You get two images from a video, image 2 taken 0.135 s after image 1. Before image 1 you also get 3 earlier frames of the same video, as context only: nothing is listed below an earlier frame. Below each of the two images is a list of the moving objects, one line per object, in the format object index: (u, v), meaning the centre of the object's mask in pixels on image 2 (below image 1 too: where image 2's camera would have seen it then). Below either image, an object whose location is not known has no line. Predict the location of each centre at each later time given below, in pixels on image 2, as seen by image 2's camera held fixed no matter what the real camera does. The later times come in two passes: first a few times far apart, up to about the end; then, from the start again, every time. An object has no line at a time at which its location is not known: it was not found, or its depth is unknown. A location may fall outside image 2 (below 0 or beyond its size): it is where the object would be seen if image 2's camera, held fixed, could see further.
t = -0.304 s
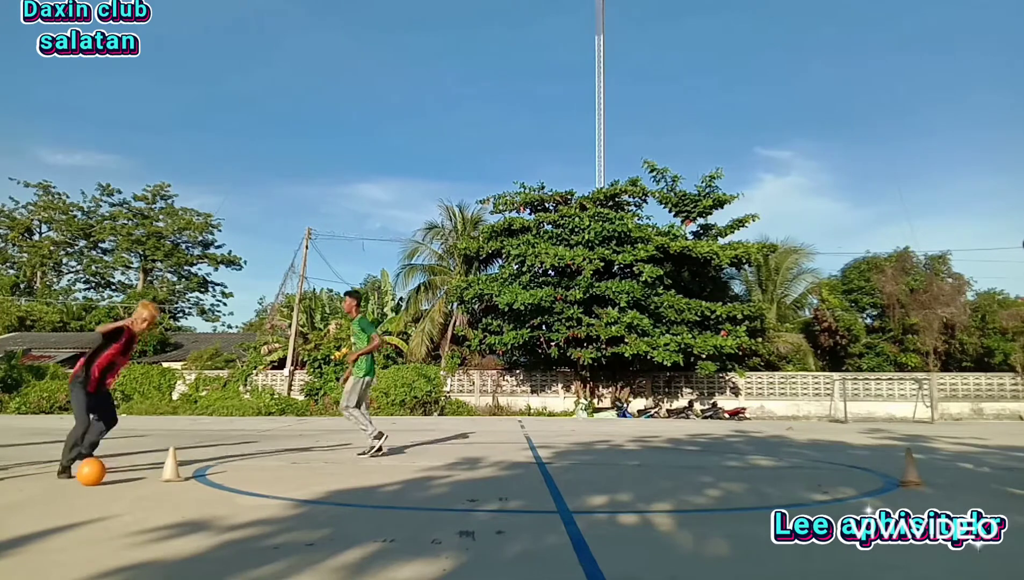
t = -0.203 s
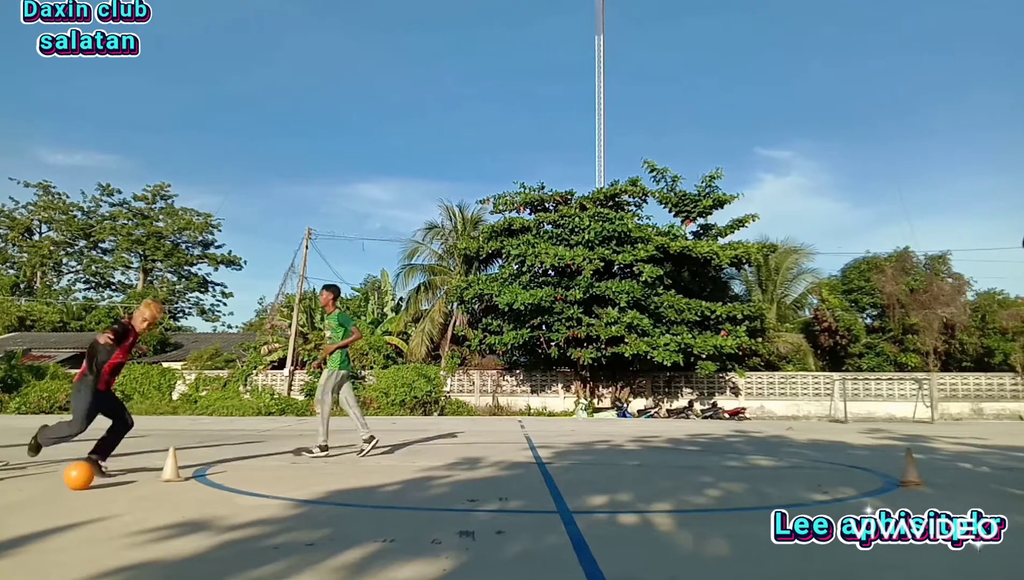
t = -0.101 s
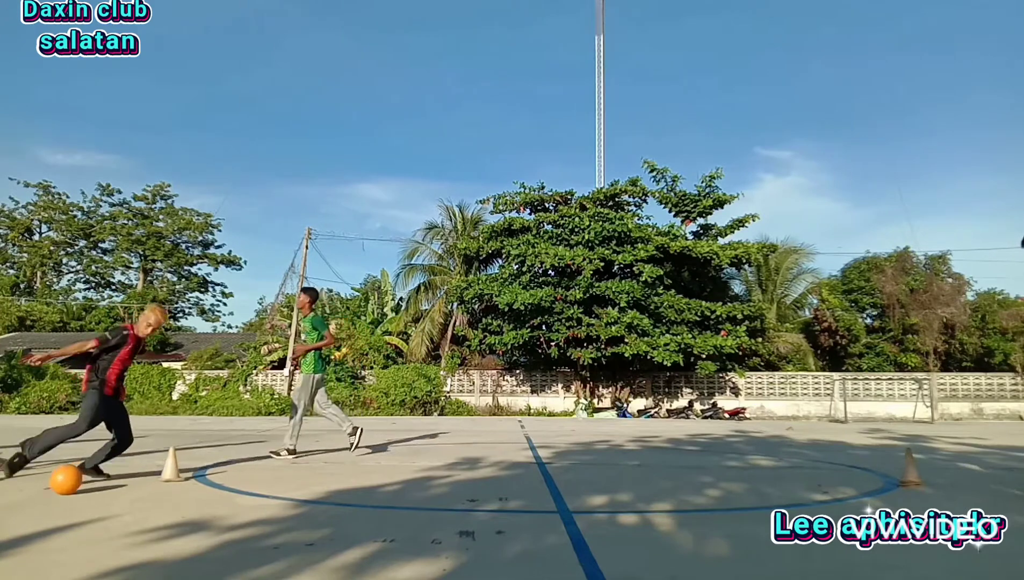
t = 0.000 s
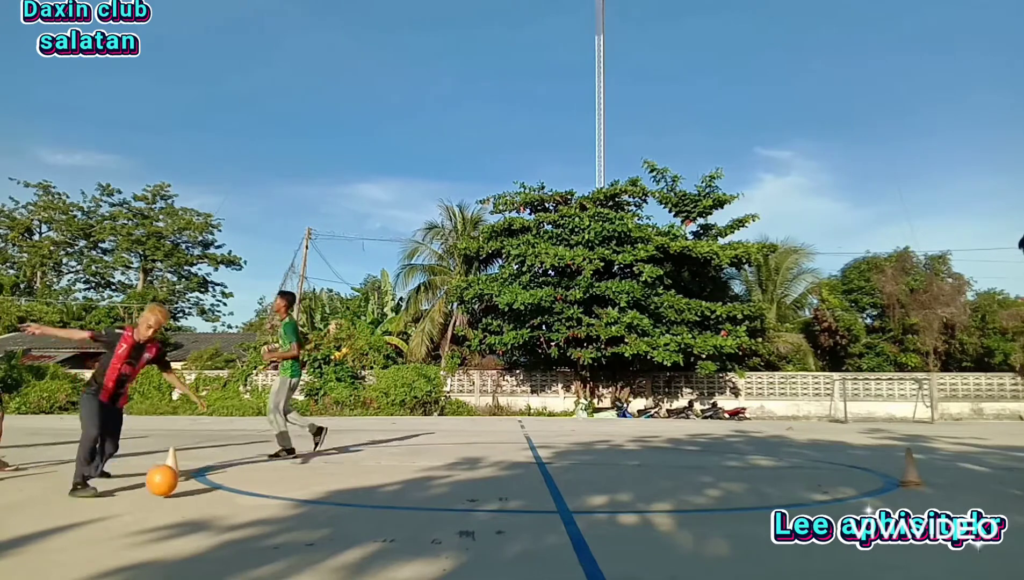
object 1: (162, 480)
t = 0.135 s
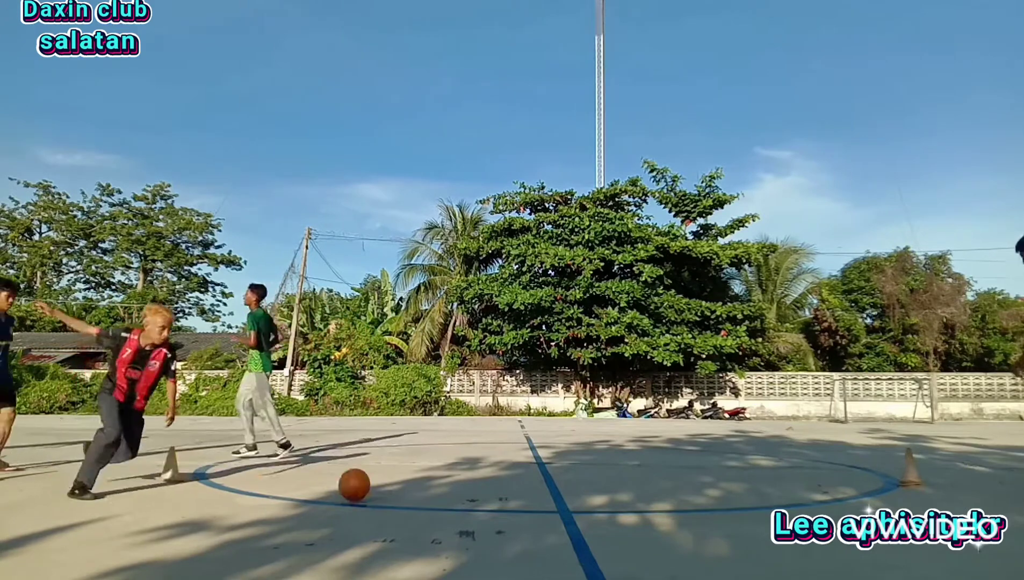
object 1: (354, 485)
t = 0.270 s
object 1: (536, 489)
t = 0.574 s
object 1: (897, 495)
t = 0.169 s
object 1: (401, 487)
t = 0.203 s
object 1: (447, 487)
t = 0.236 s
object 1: (492, 487)
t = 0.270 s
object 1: (536, 489)
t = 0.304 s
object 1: (580, 490)
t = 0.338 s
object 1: (621, 491)
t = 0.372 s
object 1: (664, 493)
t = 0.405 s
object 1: (705, 493)
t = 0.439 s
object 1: (746, 494)
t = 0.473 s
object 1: (785, 495)
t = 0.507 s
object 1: (824, 496)
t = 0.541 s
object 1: (861, 496)
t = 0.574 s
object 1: (897, 495)
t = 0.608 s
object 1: (933, 496)
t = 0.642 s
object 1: (966, 498)
